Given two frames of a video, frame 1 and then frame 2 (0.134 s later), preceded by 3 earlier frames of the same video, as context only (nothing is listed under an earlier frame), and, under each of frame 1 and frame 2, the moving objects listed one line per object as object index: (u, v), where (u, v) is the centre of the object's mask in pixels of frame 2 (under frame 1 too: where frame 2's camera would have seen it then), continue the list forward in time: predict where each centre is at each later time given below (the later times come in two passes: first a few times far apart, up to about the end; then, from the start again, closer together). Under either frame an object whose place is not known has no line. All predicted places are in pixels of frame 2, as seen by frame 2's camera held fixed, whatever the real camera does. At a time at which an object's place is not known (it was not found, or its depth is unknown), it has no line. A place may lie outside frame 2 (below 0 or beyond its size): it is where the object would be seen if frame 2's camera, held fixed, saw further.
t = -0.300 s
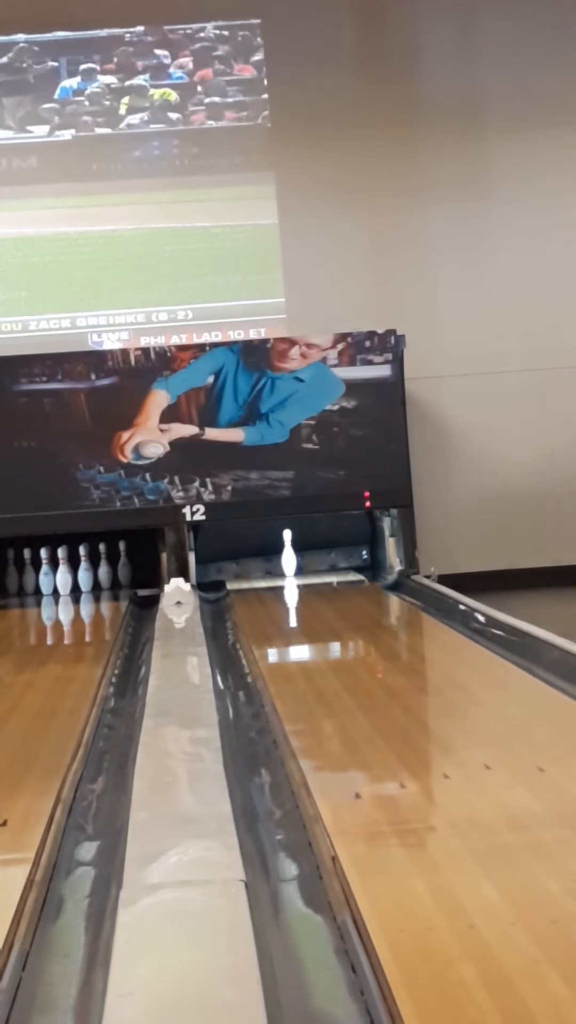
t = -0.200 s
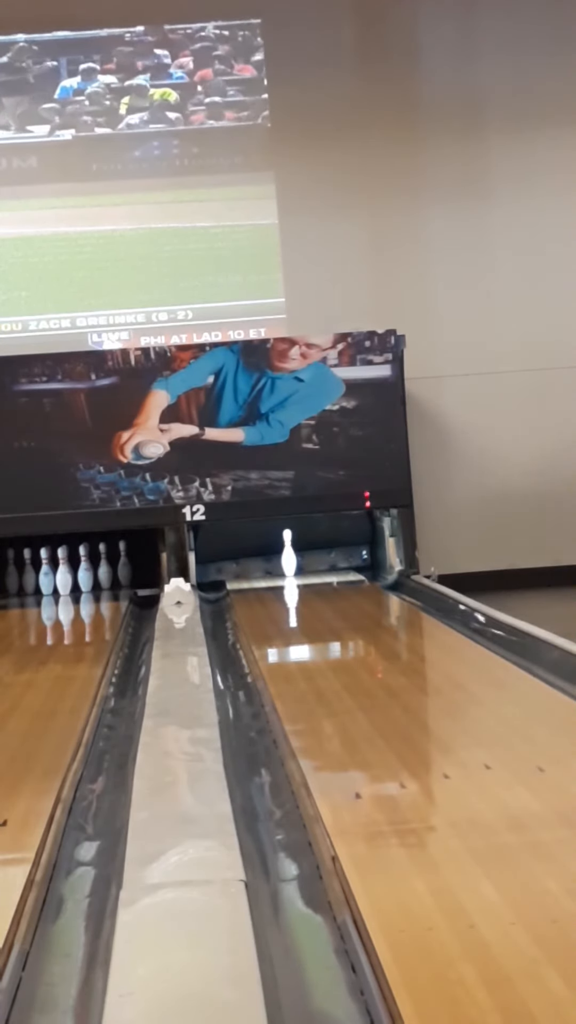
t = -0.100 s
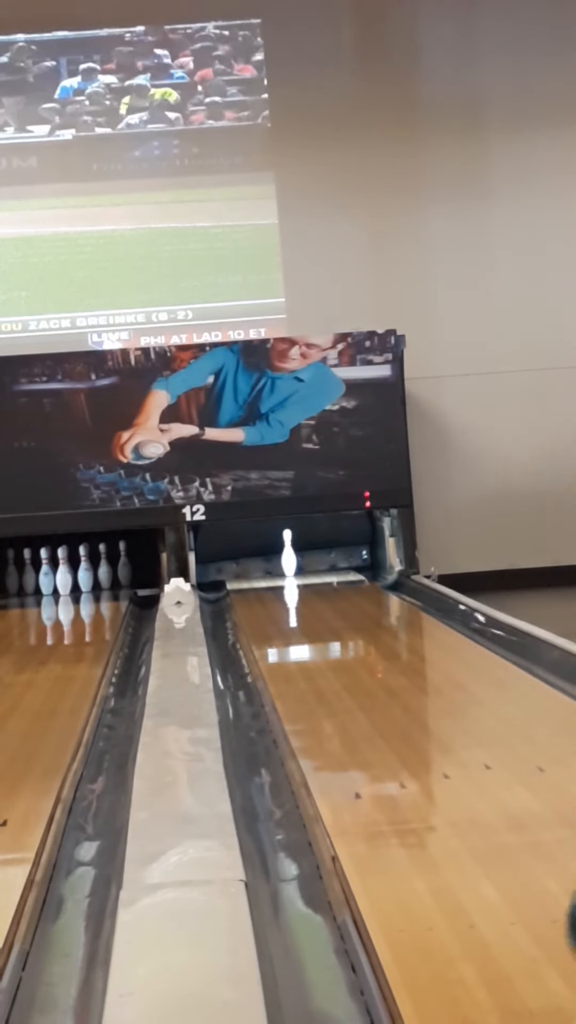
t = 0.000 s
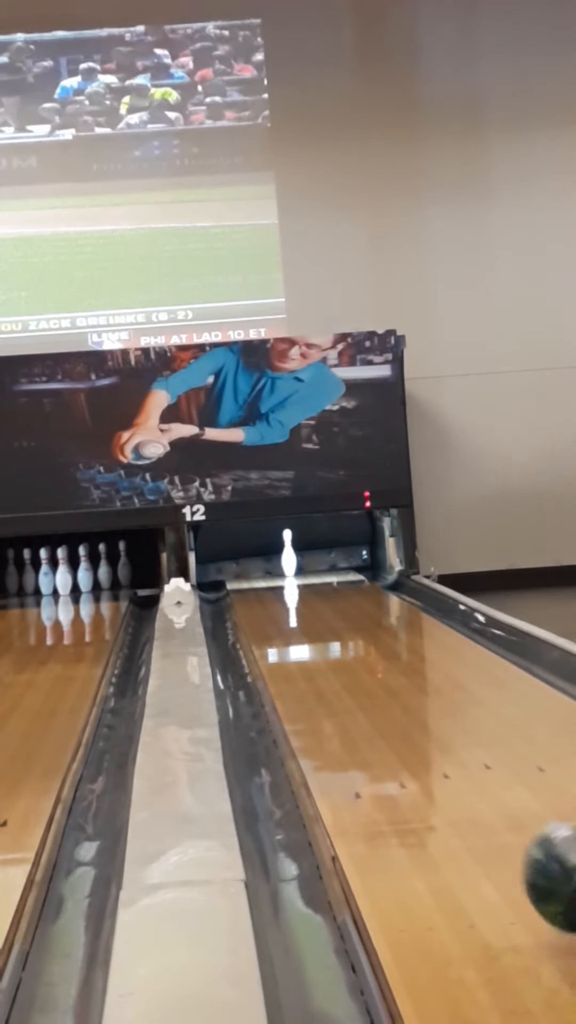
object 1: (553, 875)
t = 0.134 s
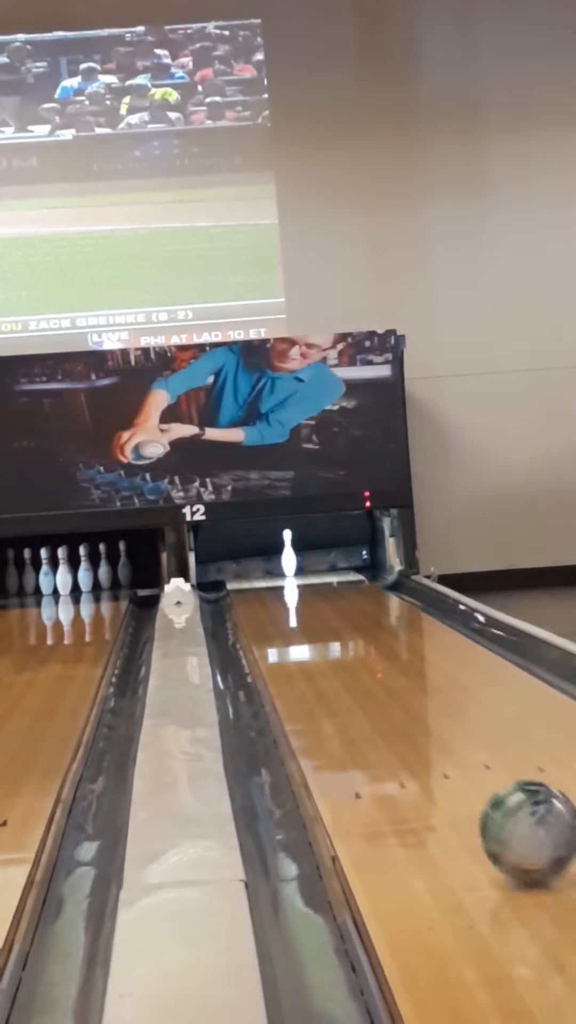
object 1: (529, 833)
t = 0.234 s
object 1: (500, 799)
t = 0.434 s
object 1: (455, 748)
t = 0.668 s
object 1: (416, 706)
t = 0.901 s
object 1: (388, 675)
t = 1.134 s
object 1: (368, 651)
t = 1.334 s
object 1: (354, 635)
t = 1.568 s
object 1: (339, 620)
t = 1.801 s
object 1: (329, 607)
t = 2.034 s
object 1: (320, 597)
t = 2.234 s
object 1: (313, 589)
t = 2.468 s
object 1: (306, 582)
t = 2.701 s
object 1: (301, 575)
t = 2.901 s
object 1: (296, 570)
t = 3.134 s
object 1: (292, 564)
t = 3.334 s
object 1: (291, 562)
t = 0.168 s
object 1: (520, 820)
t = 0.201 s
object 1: (510, 809)
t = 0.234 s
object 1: (500, 799)
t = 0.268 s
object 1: (492, 789)
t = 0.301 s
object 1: (483, 779)
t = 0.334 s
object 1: (475, 771)
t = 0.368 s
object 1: (468, 762)
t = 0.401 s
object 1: (461, 755)
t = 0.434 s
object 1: (455, 748)
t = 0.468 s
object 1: (448, 740)
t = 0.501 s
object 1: (443, 734)
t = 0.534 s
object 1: (437, 728)
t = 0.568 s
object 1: (431, 722)
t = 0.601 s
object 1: (426, 716)
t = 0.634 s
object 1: (421, 710)
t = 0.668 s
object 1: (416, 706)
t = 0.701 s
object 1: (412, 701)
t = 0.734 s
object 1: (408, 696)
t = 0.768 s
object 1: (404, 692)
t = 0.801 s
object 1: (400, 688)
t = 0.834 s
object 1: (396, 683)
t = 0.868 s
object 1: (392, 679)
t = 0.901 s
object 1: (388, 675)
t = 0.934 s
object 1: (385, 672)
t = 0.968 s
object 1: (382, 669)
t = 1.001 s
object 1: (379, 665)
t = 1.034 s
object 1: (376, 661)
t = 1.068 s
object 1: (373, 657)
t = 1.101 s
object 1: (371, 654)
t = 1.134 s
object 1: (368, 651)
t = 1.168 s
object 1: (365, 648)
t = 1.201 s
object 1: (362, 645)
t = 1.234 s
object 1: (360, 642)
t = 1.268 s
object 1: (358, 640)
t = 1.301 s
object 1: (355, 638)
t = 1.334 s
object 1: (354, 635)
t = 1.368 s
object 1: (351, 633)
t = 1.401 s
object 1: (349, 631)
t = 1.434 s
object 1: (347, 628)
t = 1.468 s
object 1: (345, 626)
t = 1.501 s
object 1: (343, 624)
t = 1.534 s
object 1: (342, 622)
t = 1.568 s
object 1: (339, 620)
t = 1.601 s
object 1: (337, 618)
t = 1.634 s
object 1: (336, 617)
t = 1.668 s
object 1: (335, 614)
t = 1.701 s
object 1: (333, 613)
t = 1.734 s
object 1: (331, 611)
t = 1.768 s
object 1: (330, 609)
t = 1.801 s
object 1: (329, 607)
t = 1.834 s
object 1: (328, 605)
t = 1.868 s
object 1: (326, 604)
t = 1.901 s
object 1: (325, 602)
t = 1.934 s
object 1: (324, 601)
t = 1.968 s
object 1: (322, 600)
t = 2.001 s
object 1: (322, 598)
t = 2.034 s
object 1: (320, 597)
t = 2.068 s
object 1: (319, 596)
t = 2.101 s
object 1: (317, 595)
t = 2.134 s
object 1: (317, 593)
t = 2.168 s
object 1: (315, 593)
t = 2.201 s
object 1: (314, 591)
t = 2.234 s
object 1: (313, 589)
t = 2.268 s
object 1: (312, 588)
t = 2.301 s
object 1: (311, 587)
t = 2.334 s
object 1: (310, 586)
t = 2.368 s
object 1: (309, 584)
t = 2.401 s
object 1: (308, 583)
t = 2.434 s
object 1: (307, 582)
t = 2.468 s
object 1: (306, 582)
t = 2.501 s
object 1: (306, 581)
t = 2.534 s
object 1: (305, 580)
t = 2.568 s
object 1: (304, 579)
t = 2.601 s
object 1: (303, 578)
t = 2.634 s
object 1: (302, 577)
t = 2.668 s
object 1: (301, 576)
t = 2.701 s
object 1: (301, 575)
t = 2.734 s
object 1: (300, 574)
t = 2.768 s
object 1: (299, 573)
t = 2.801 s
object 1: (299, 573)
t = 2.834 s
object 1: (298, 572)
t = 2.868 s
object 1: (297, 571)
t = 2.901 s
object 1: (296, 570)
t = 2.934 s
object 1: (296, 569)
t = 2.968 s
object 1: (294, 565)
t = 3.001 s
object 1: (294, 566)
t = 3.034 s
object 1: (294, 566)
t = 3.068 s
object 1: (294, 566)
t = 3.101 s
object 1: (293, 565)
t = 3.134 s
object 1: (292, 564)
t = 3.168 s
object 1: (291, 564)
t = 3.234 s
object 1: (291, 563)
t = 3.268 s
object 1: (289, 561)
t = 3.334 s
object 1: (291, 562)
